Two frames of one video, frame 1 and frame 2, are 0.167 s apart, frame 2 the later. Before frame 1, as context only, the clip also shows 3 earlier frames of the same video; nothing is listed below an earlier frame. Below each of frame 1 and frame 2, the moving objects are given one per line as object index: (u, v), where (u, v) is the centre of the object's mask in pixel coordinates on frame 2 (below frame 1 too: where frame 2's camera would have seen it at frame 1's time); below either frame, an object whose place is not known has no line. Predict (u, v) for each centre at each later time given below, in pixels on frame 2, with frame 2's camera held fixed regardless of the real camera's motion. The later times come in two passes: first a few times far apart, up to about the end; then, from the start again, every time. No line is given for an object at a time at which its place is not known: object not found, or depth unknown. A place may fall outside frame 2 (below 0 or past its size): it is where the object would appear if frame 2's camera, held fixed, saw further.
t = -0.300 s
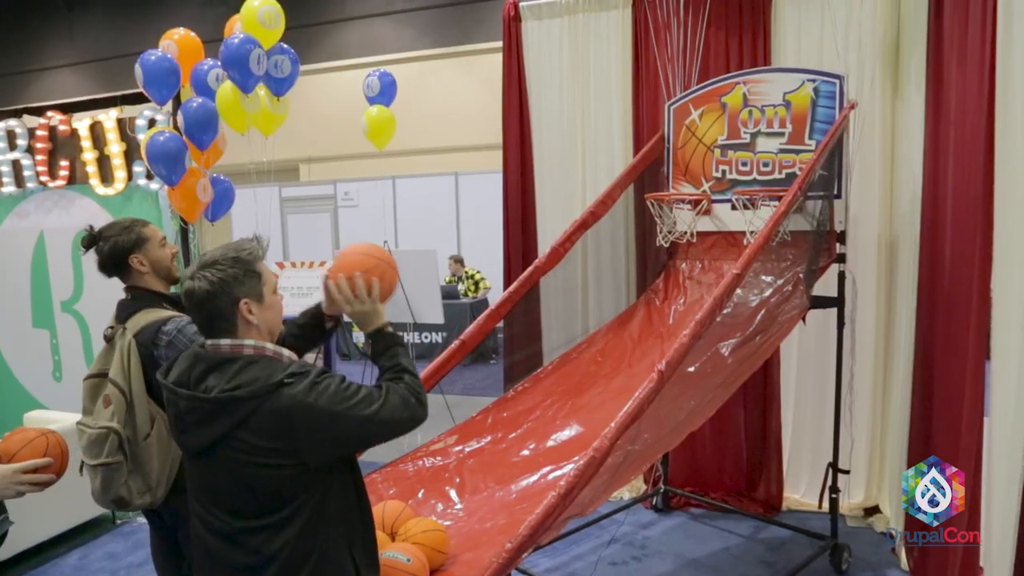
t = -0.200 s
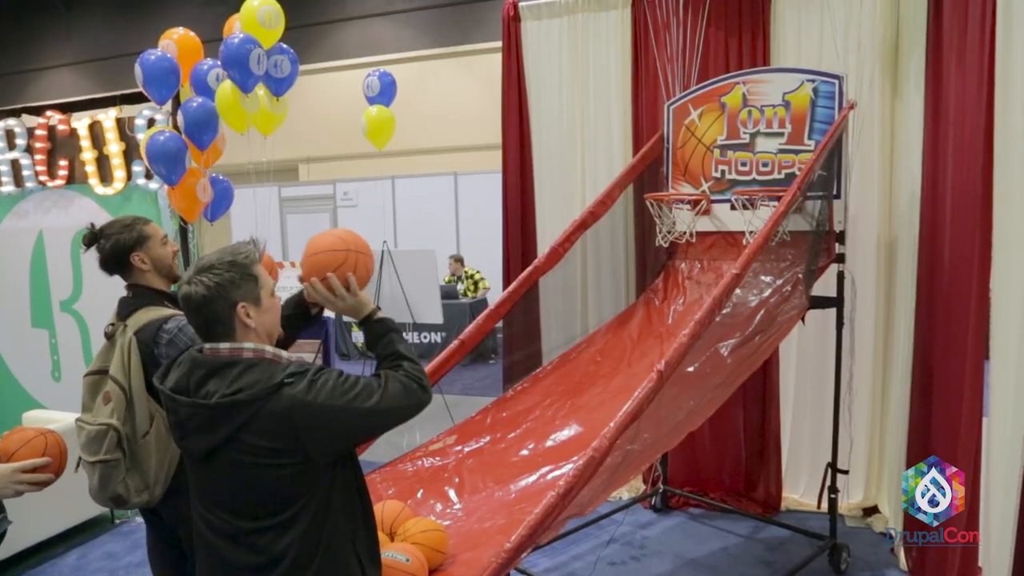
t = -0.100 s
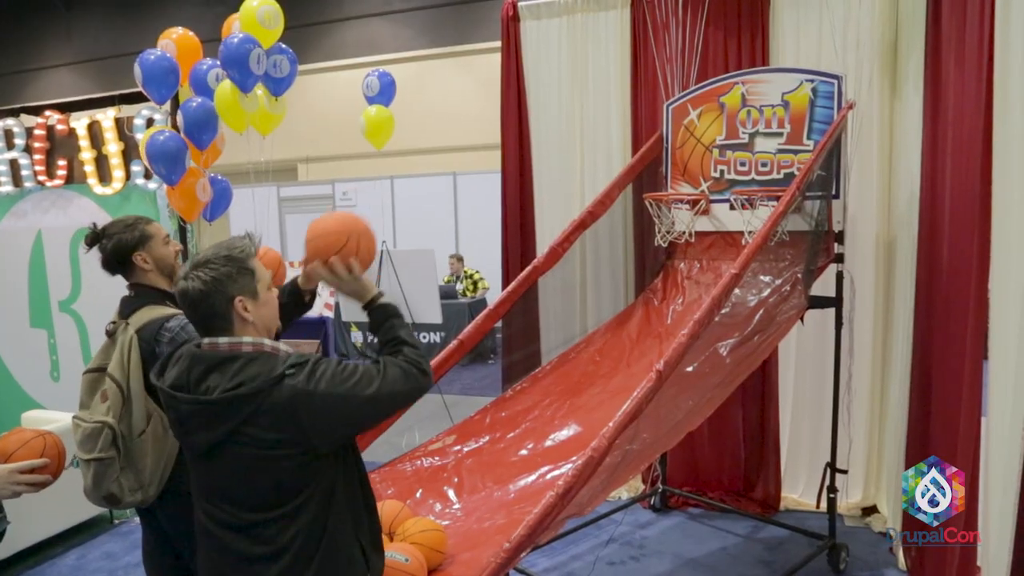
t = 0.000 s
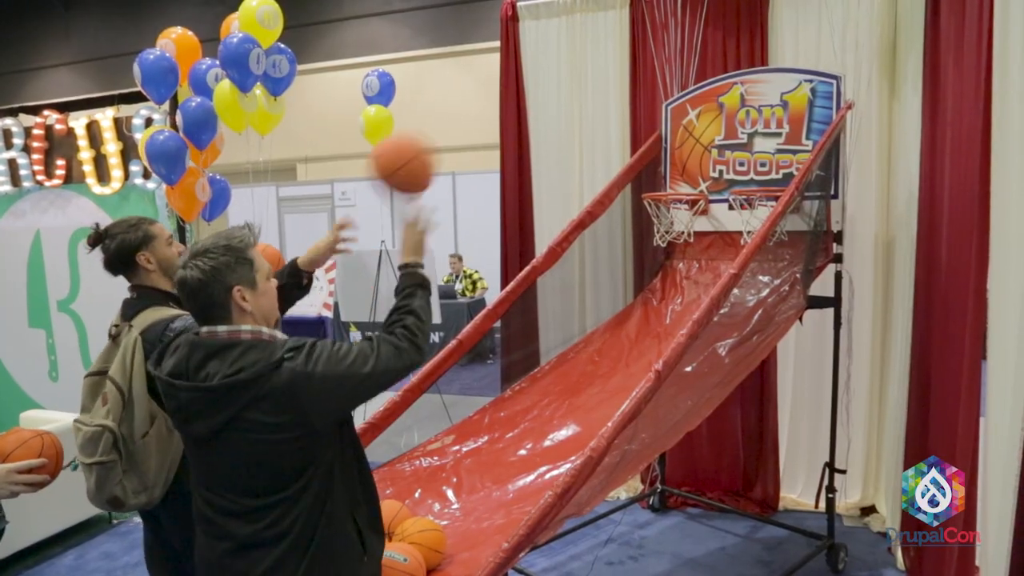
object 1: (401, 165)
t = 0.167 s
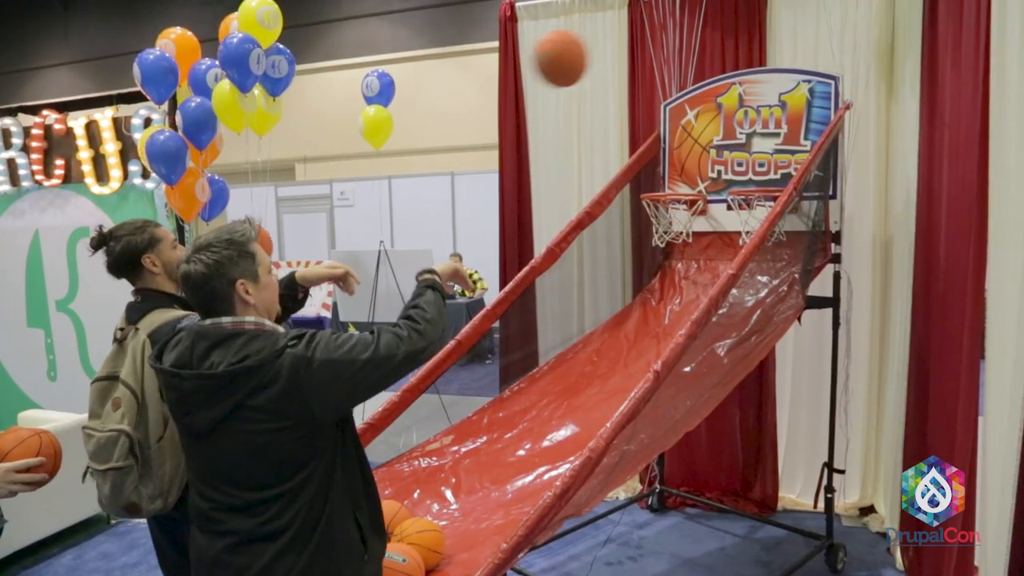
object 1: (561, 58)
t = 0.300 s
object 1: (657, 48)
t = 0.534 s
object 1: (783, 138)
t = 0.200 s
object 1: (587, 50)
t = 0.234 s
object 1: (614, 46)
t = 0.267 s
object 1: (637, 46)
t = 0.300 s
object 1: (657, 48)
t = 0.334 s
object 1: (679, 53)
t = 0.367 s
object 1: (699, 62)
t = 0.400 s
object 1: (716, 71)
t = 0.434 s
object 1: (734, 85)
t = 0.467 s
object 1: (751, 101)
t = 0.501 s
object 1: (767, 119)
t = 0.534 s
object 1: (783, 138)
